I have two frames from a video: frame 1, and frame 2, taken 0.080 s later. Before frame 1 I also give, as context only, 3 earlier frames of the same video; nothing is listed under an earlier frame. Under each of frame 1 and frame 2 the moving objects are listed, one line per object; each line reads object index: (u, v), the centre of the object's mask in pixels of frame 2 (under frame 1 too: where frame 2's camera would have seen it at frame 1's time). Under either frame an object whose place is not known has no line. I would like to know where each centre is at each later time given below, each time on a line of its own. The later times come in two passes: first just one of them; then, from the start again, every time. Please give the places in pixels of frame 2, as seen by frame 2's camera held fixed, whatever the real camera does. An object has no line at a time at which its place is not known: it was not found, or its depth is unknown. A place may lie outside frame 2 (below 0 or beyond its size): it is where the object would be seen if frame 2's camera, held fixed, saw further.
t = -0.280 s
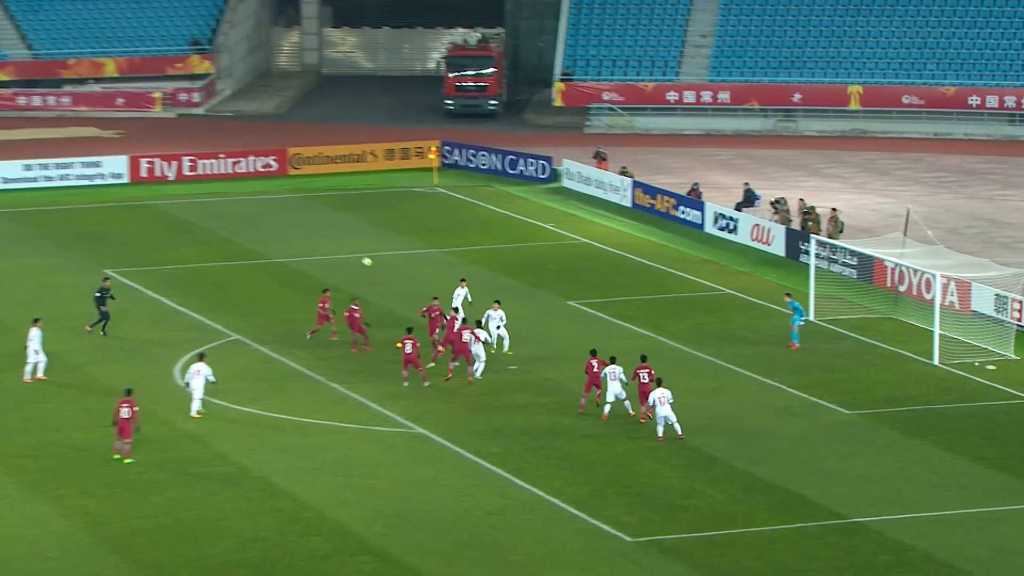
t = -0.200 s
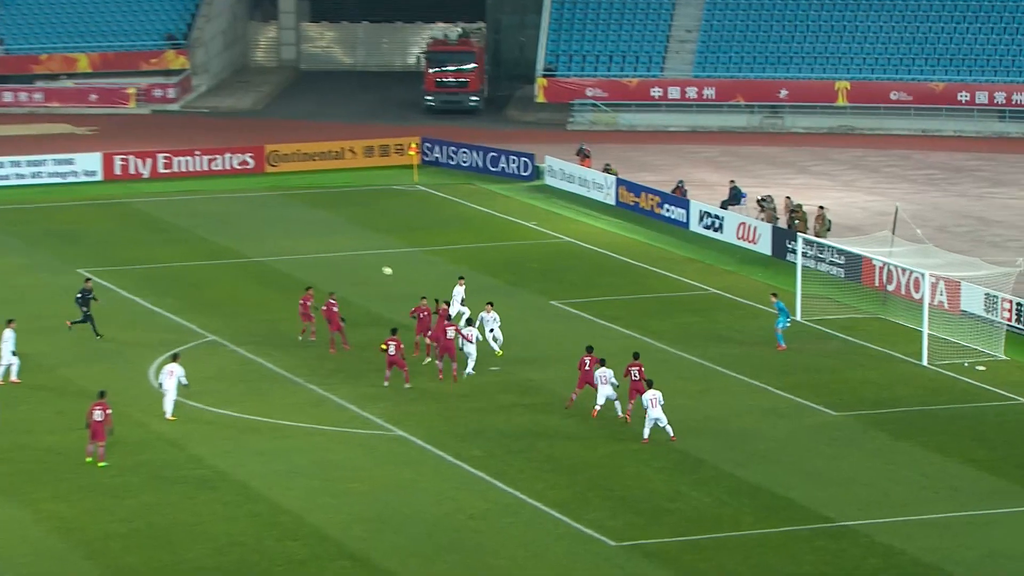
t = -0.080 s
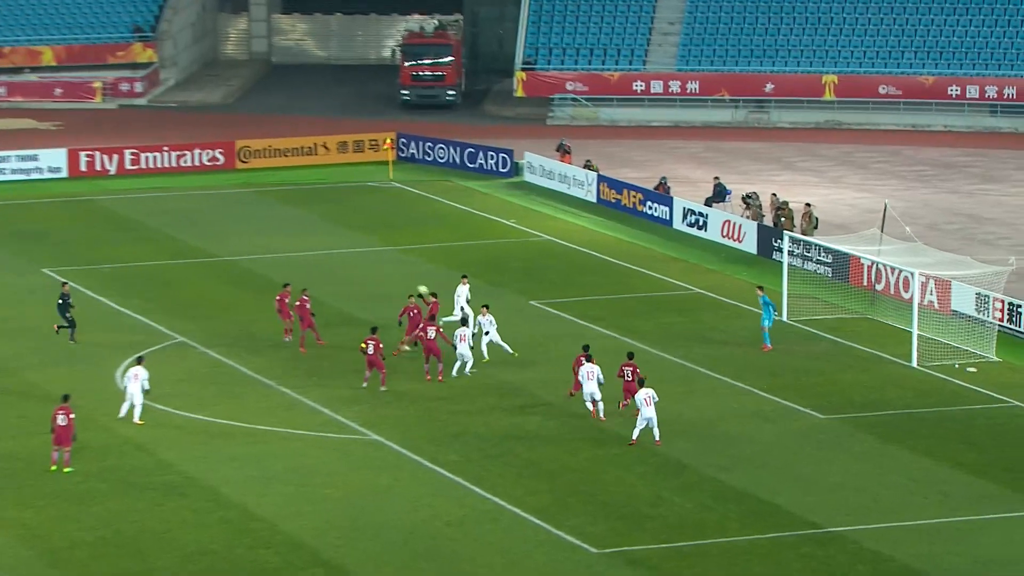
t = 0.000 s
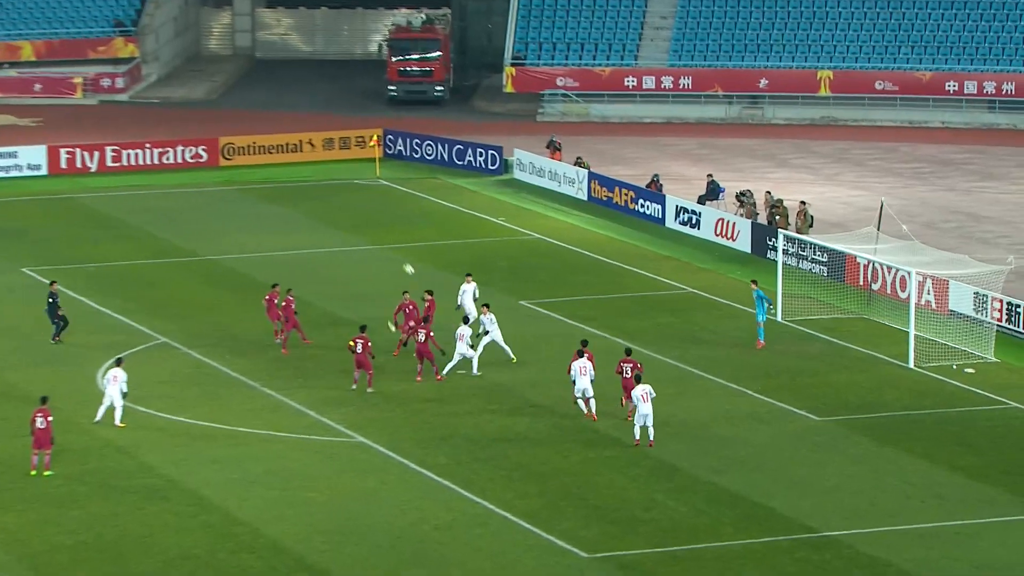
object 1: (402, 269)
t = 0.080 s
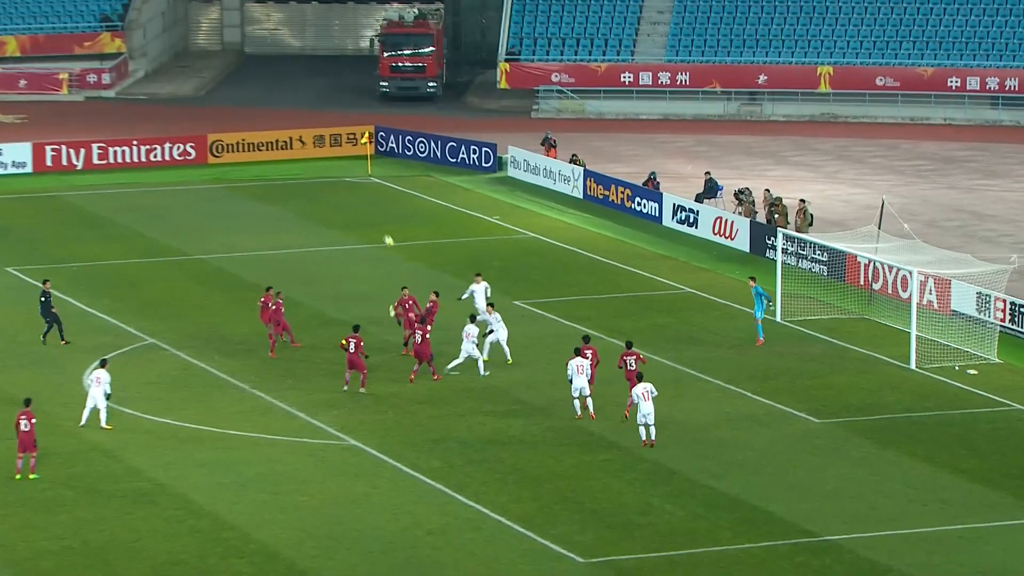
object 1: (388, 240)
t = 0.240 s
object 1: (363, 192)
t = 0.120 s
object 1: (382, 228)
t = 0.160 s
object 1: (376, 215)
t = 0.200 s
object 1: (369, 203)
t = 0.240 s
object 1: (363, 192)
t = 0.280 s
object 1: (359, 180)
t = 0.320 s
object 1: (354, 170)
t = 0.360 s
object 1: (350, 160)
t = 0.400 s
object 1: (346, 152)
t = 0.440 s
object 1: (343, 144)
